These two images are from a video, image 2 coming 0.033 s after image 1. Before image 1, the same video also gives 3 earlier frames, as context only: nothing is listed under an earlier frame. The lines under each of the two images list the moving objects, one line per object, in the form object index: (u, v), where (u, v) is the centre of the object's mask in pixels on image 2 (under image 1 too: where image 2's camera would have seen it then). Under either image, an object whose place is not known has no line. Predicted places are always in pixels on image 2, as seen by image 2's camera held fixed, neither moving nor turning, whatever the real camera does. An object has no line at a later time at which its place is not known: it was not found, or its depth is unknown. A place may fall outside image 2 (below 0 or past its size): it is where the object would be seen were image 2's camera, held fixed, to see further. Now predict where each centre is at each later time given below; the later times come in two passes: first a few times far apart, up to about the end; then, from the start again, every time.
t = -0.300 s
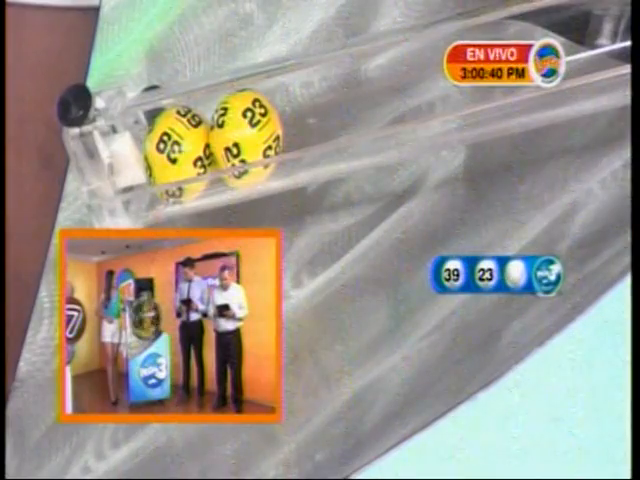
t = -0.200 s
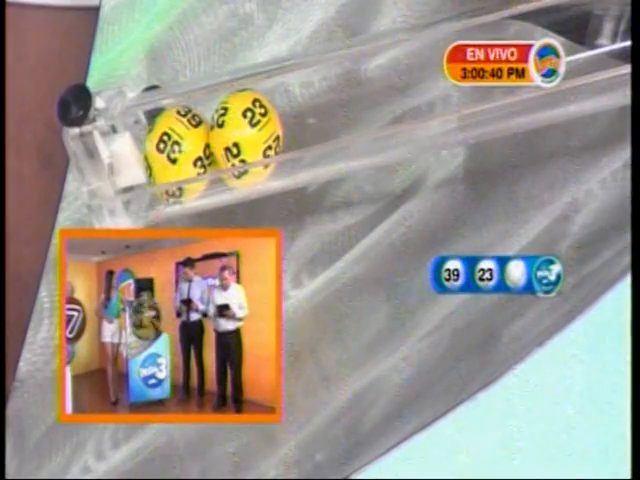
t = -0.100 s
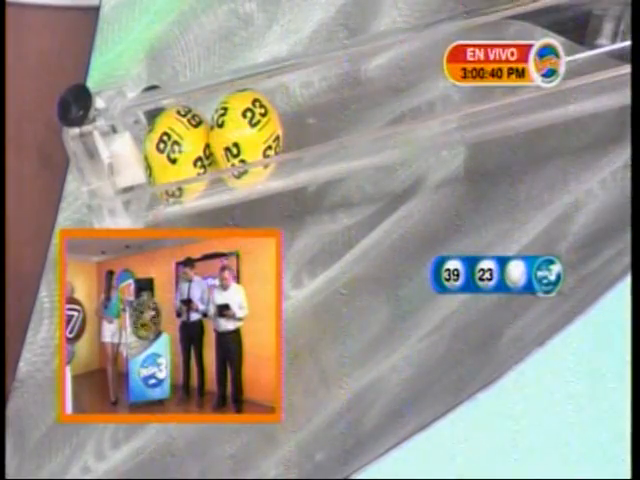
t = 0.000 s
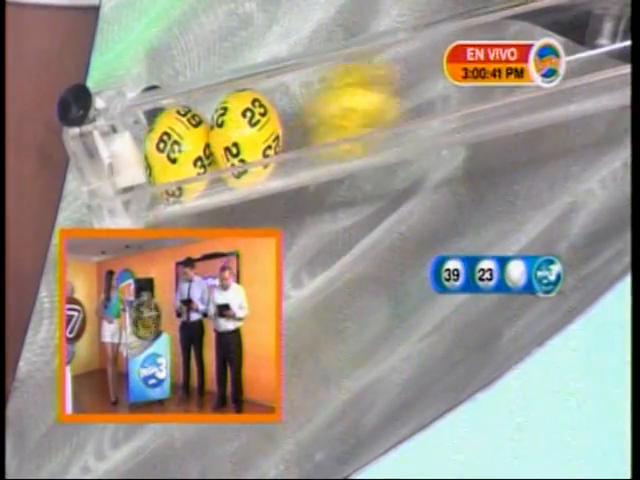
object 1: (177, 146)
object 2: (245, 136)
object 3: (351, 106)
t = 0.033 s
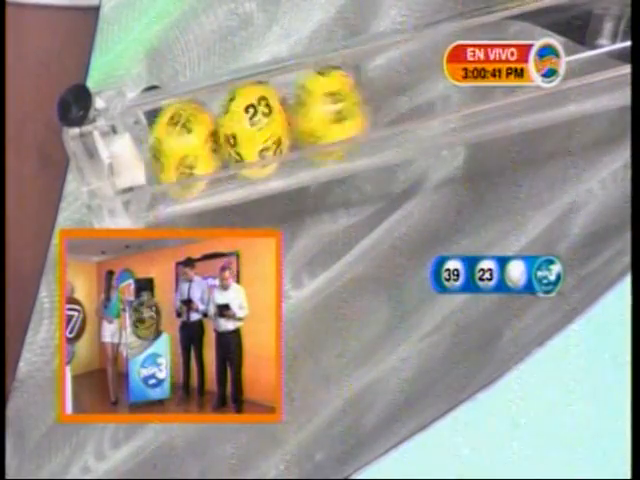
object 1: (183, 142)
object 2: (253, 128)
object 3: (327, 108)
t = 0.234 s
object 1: (181, 146)
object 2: (285, 119)
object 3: (386, 100)
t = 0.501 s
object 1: (178, 152)
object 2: (244, 130)
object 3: (312, 113)
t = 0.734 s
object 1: (176, 146)
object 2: (242, 131)
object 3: (312, 121)
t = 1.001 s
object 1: (177, 153)
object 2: (243, 131)
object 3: (311, 113)
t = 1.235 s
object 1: (176, 146)
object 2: (243, 131)
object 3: (311, 120)
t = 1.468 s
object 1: (177, 147)
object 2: (243, 131)
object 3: (311, 120)
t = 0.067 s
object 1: (187, 142)
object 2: (267, 123)
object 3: (352, 102)
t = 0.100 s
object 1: (186, 150)
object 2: (275, 126)
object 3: (373, 103)
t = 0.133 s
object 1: (184, 149)
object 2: (283, 124)
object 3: (385, 98)
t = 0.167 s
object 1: (181, 145)
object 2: (285, 124)
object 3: (392, 97)
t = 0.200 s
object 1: (184, 144)
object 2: (284, 119)
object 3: (391, 98)
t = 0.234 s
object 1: (181, 146)
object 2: (285, 119)
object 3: (386, 100)
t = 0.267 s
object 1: (178, 146)
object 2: (281, 128)
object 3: (380, 101)
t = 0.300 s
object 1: (179, 152)
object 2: (277, 129)
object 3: (369, 105)
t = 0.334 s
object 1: (178, 146)
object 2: (271, 130)
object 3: (358, 108)
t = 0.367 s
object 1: (178, 146)
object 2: (264, 133)
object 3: (345, 111)
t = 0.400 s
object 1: (178, 153)
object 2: (253, 135)
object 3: (328, 109)
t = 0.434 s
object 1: (176, 146)
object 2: (244, 136)
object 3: (313, 120)
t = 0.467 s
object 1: (177, 151)
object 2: (245, 130)
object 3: (314, 120)
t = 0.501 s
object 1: (178, 152)
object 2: (244, 130)
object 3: (312, 113)
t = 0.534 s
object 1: (176, 146)
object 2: (243, 131)
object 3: (311, 120)
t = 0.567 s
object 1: (176, 146)
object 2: (242, 131)
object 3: (311, 113)
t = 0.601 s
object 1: (176, 147)
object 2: (242, 131)
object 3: (311, 113)
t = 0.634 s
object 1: (176, 146)
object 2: (243, 131)
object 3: (311, 121)
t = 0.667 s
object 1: (176, 147)
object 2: (242, 131)
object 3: (311, 121)
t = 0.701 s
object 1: (176, 147)
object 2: (242, 131)
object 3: (311, 121)
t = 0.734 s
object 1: (176, 146)
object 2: (242, 131)
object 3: (312, 121)
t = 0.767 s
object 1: (177, 153)
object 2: (242, 131)
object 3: (312, 121)
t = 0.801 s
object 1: (176, 146)
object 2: (242, 131)
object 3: (311, 121)
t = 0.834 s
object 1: (176, 146)
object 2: (242, 130)
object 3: (311, 121)
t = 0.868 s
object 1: (177, 153)
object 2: (242, 130)
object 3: (311, 113)
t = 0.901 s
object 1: (176, 146)
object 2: (242, 130)
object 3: (311, 113)
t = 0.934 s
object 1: (177, 146)
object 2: (243, 130)
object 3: (311, 121)
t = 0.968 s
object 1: (177, 153)
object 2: (243, 131)
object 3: (311, 113)
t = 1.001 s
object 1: (177, 153)
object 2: (243, 131)
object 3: (311, 113)
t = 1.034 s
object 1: (176, 146)
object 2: (243, 131)
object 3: (311, 120)
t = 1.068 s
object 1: (176, 146)
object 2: (243, 131)
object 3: (311, 120)
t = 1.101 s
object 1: (177, 152)
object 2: (243, 131)
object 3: (311, 120)
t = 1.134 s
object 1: (176, 146)
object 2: (243, 131)
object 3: (311, 120)
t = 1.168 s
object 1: (176, 146)
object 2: (243, 130)
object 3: (311, 120)
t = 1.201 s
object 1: (176, 146)
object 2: (243, 131)
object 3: (311, 113)
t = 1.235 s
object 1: (176, 146)
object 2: (243, 131)
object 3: (311, 120)
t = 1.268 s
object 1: (176, 146)
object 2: (243, 131)
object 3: (311, 120)
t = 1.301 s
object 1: (176, 146)
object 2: (243, 130)
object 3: (311, 113)
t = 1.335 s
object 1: (176, 147)
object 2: (243, 131)
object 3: (311, 120)
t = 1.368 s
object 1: (176, 146)
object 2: (243, 130)
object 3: (311, 113)
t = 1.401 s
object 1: (177, 153)
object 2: (243, 137)
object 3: (311, 120)
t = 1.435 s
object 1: (177, 153)
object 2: (243, 130)
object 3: (311, 113)
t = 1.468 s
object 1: (177, 147)
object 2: (243, 131)
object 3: (311, 120)
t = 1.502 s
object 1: (176, 147)
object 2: (243, 131)
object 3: (311, 120)
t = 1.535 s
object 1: (177, 146)
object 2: (243, 130)
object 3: (311, 120)
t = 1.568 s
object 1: (176, 147)
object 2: (243, 130)
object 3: (311, 120)
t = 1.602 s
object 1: (176, 147)
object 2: (242, 130)
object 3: (311, 113)
